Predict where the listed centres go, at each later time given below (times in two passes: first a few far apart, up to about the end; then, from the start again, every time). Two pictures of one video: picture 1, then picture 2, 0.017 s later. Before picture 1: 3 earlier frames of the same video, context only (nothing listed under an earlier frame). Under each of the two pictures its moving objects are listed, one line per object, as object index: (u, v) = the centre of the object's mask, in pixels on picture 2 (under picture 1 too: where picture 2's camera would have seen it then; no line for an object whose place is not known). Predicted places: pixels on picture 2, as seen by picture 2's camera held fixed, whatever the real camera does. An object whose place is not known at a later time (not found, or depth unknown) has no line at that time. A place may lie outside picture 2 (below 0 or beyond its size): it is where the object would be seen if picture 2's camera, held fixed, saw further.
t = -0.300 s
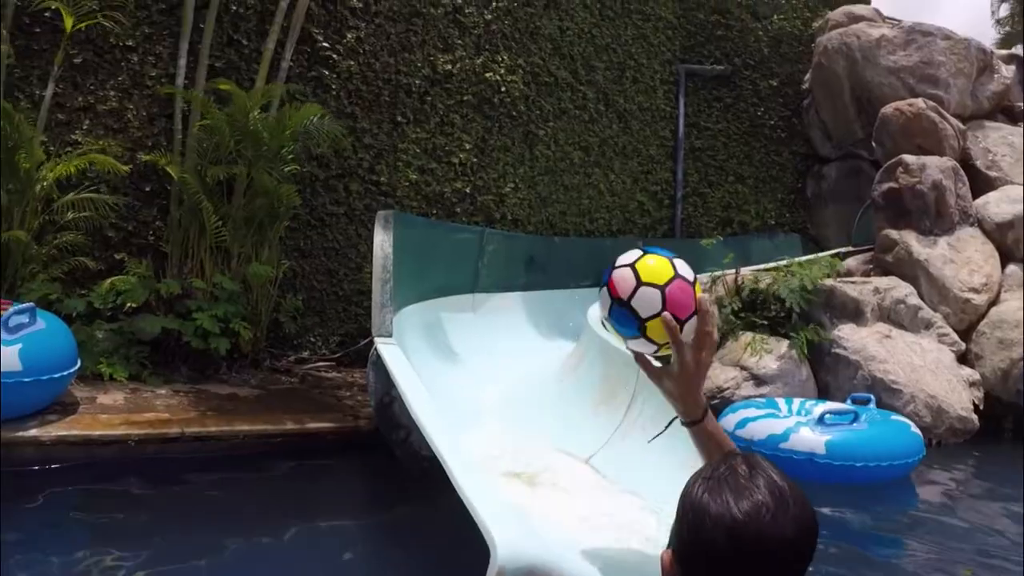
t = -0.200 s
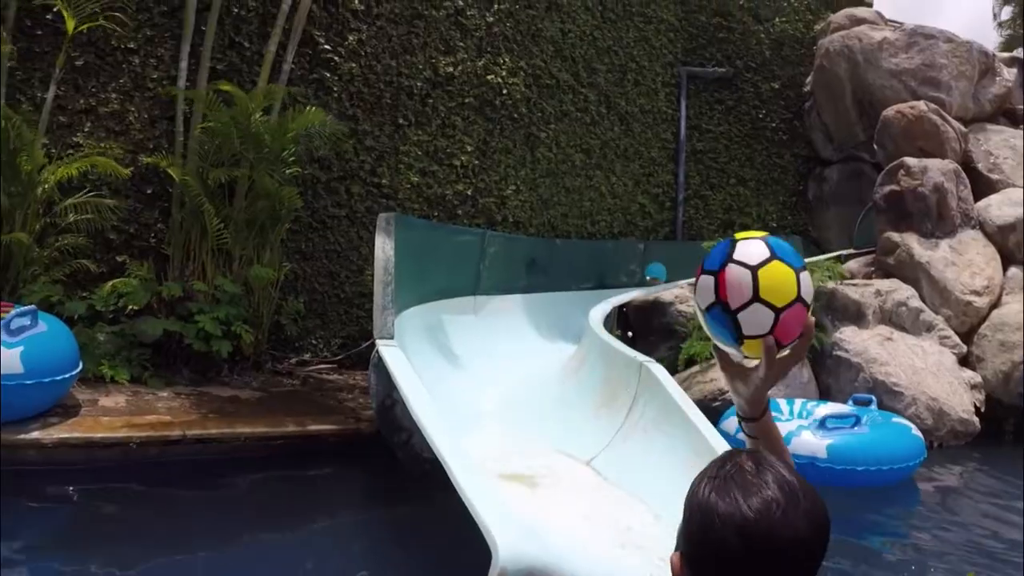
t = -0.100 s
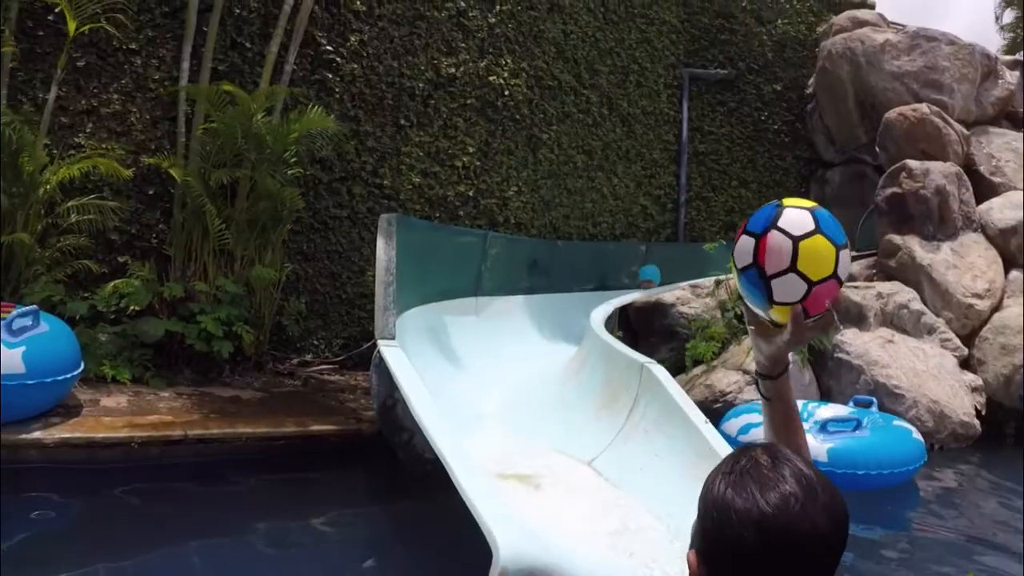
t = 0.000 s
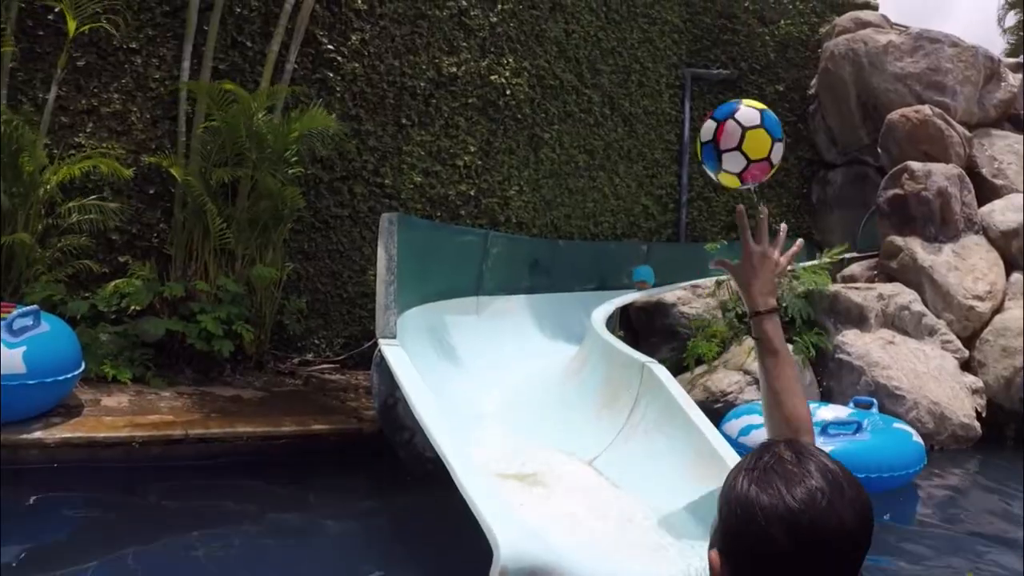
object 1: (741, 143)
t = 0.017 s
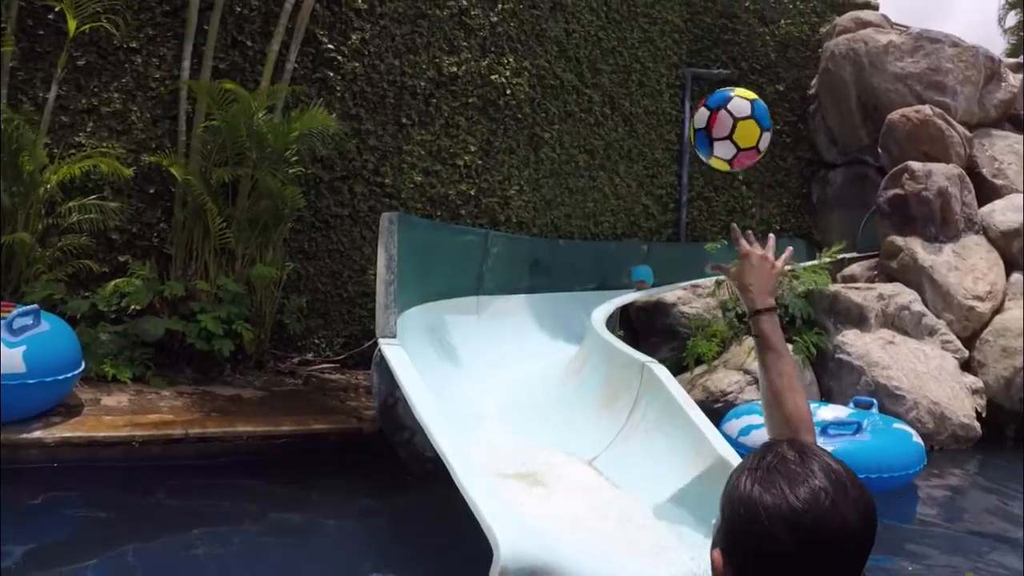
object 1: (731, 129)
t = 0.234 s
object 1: (663, 89)
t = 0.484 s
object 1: (632, 161)
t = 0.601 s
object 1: (619, 210)
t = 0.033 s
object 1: (722, 118)
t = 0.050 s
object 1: (714, 109)
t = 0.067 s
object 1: (706, 103)
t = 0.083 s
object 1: (700, 98)
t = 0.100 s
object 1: (694, 94)
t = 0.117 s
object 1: (689, 91)
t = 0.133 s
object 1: (684, 89)
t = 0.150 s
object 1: (680, 88)
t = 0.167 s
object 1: (676, 87)
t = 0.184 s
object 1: (672, 87)
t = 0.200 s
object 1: (669, 87)
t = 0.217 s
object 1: (666, 88)
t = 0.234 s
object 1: (663, 89)
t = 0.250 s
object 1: (660, 91)
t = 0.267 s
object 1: (657, 94)
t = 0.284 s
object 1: (655, 97)
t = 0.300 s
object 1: (653, 101)
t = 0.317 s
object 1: (651, 105)
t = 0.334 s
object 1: (649, 109)
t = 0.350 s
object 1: (647, 114)
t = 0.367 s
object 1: (645, 119)
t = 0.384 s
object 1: (643, 125)
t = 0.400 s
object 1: (641, 130)
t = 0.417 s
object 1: (639, 136)
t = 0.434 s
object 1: (637, 141)
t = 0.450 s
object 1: (635, 148)
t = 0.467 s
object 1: (633, 154)
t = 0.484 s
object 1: (632, 161)
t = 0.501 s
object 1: (630, 167)
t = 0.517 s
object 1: (628, 173)
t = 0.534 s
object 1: (626, 180)
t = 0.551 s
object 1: (624, 188)
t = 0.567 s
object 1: (622, 195)
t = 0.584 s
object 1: (620, 202)
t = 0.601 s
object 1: (619, 210)
